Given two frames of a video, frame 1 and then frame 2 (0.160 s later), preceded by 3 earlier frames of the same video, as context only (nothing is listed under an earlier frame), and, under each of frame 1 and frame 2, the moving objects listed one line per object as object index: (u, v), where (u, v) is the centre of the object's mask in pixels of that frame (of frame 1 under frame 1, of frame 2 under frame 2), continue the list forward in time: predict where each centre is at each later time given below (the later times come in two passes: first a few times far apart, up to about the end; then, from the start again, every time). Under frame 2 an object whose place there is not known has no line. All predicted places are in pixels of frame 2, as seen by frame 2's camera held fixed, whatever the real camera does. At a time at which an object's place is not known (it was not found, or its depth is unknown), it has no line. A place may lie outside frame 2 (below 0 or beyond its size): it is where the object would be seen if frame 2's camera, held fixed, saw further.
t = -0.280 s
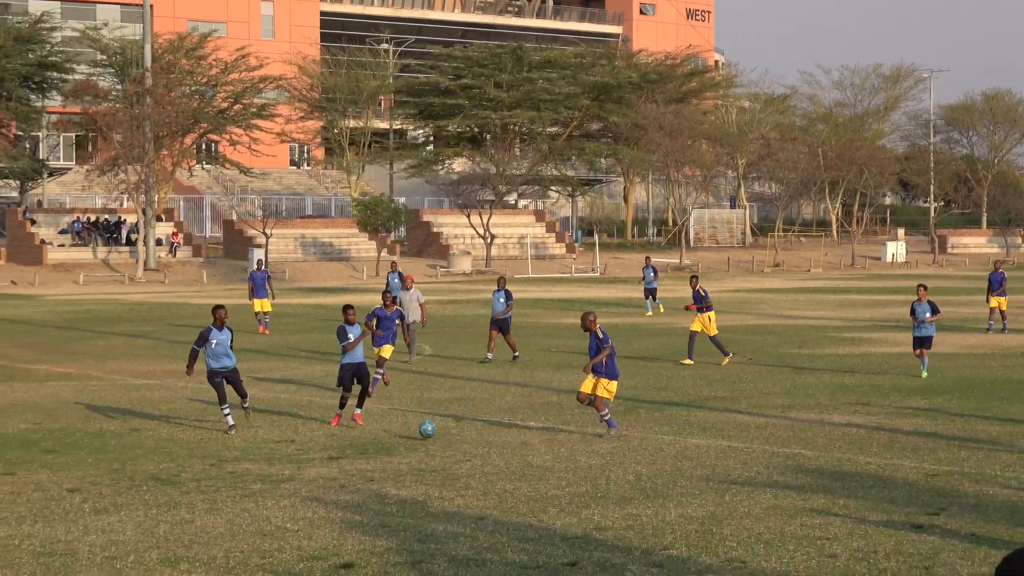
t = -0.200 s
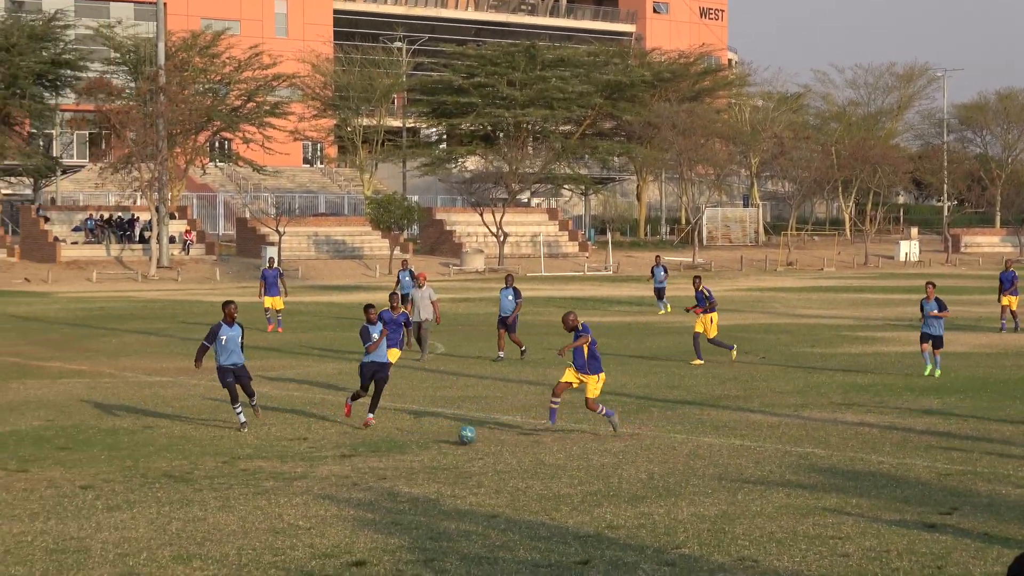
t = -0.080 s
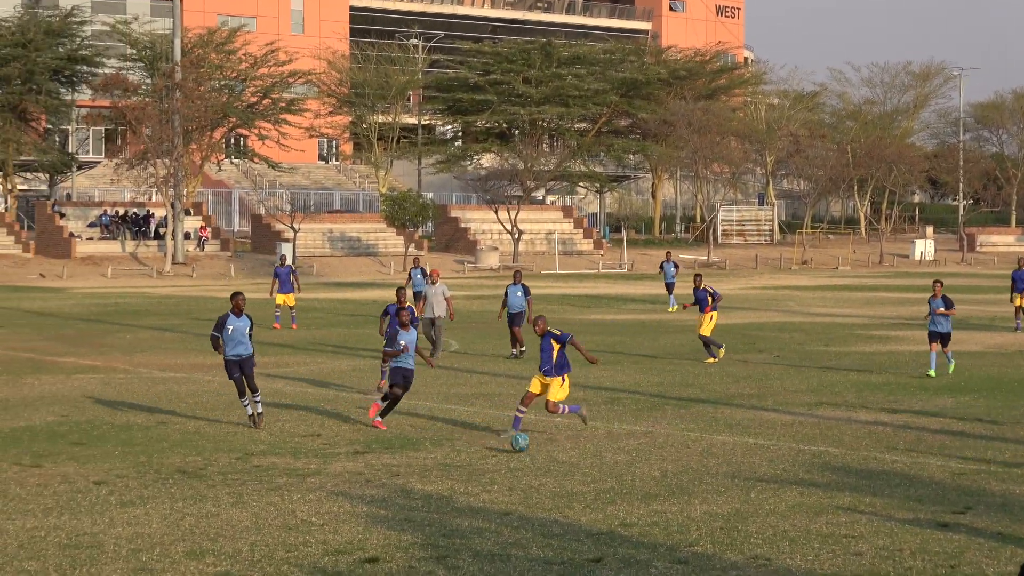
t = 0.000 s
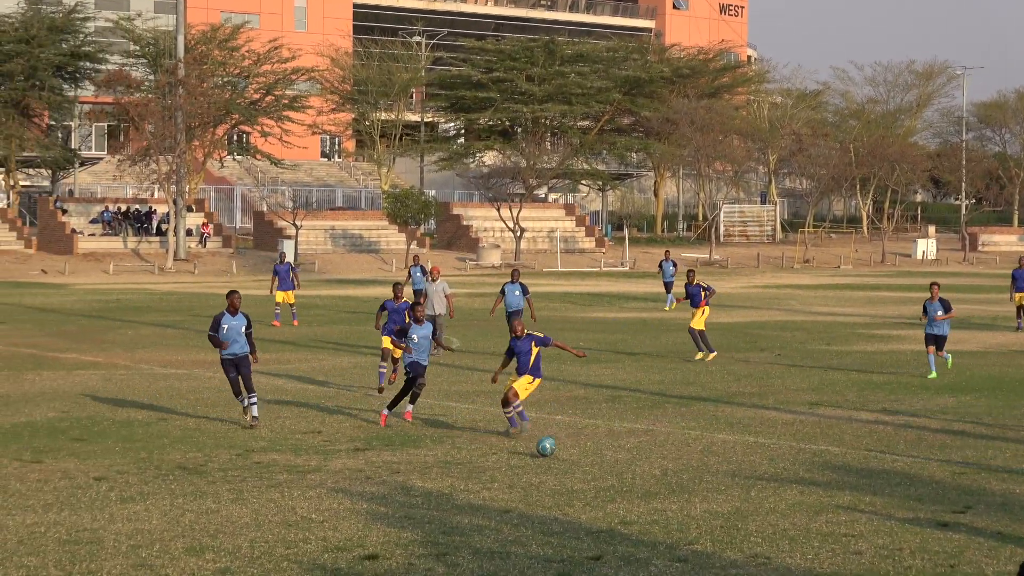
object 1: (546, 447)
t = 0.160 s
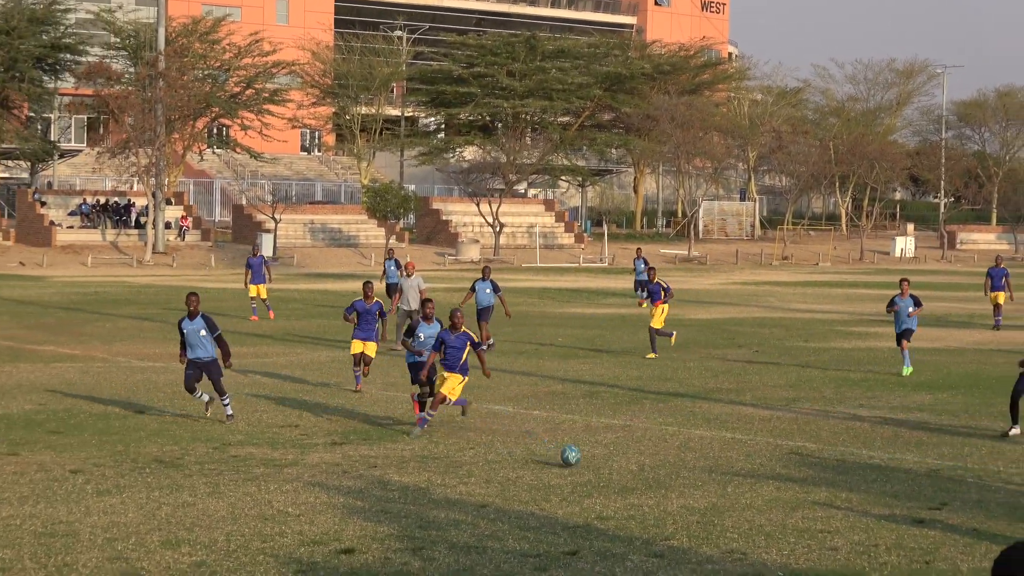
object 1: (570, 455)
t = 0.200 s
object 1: (581, 457)
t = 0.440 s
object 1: (647, 473)
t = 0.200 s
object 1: (581, 457)
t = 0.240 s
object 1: (593, 461)
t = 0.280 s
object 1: (605, 466)
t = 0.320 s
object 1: (616, 474)
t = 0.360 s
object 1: (627, 477)
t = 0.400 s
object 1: (637, 474)
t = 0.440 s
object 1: (647, 473)
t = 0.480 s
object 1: (657, 475)
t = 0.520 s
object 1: (667, 476)
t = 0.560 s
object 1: (678, 481)
